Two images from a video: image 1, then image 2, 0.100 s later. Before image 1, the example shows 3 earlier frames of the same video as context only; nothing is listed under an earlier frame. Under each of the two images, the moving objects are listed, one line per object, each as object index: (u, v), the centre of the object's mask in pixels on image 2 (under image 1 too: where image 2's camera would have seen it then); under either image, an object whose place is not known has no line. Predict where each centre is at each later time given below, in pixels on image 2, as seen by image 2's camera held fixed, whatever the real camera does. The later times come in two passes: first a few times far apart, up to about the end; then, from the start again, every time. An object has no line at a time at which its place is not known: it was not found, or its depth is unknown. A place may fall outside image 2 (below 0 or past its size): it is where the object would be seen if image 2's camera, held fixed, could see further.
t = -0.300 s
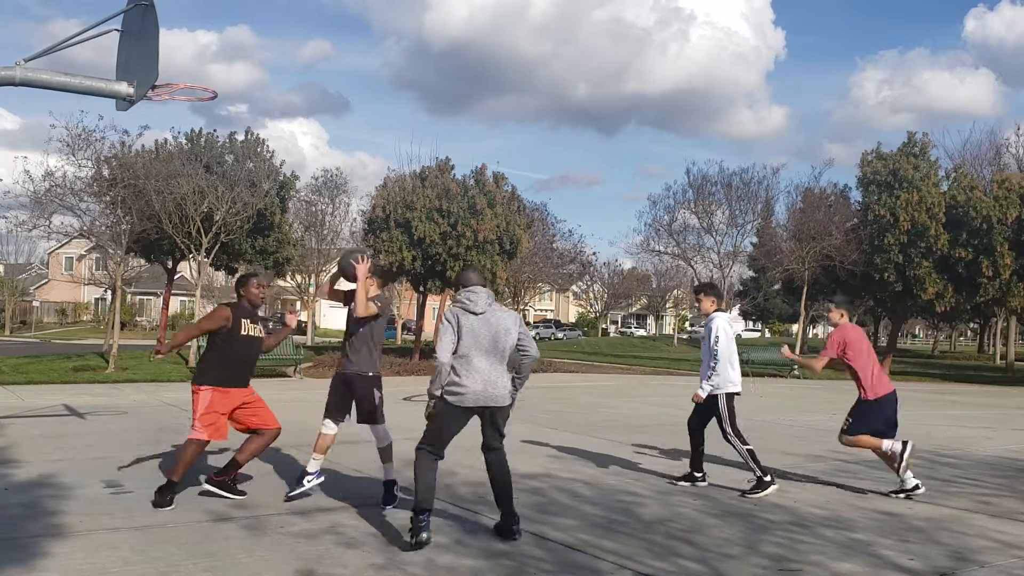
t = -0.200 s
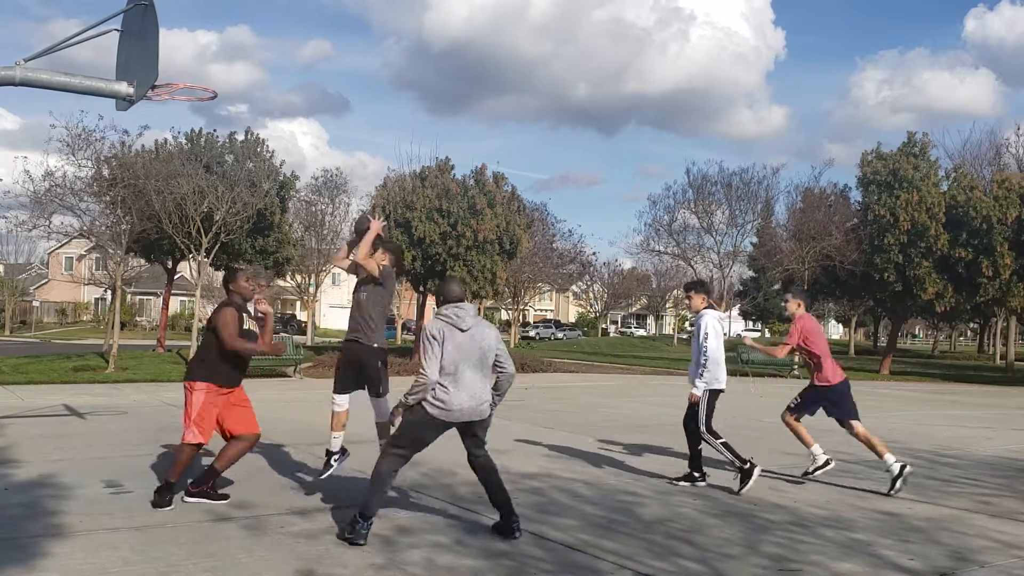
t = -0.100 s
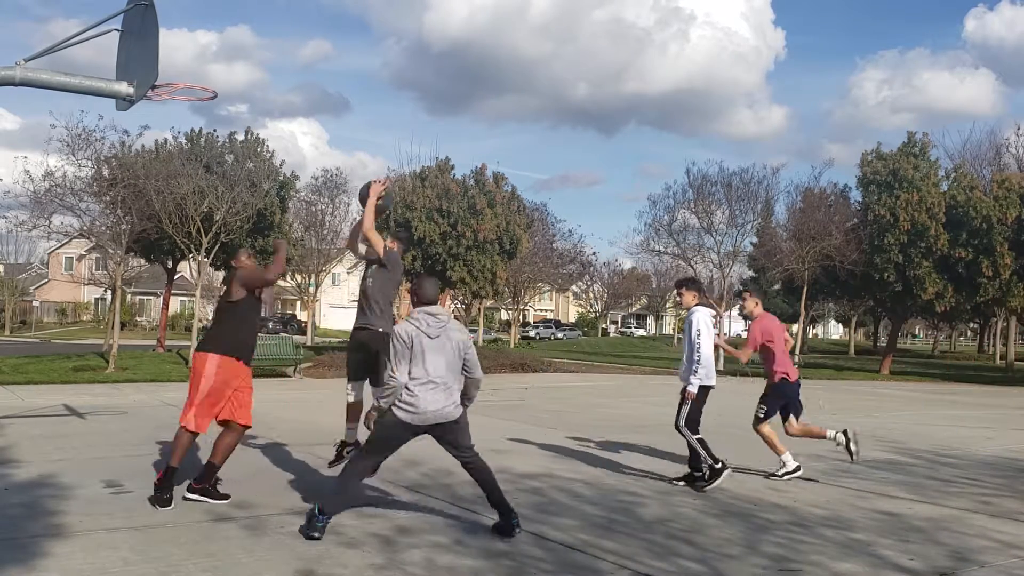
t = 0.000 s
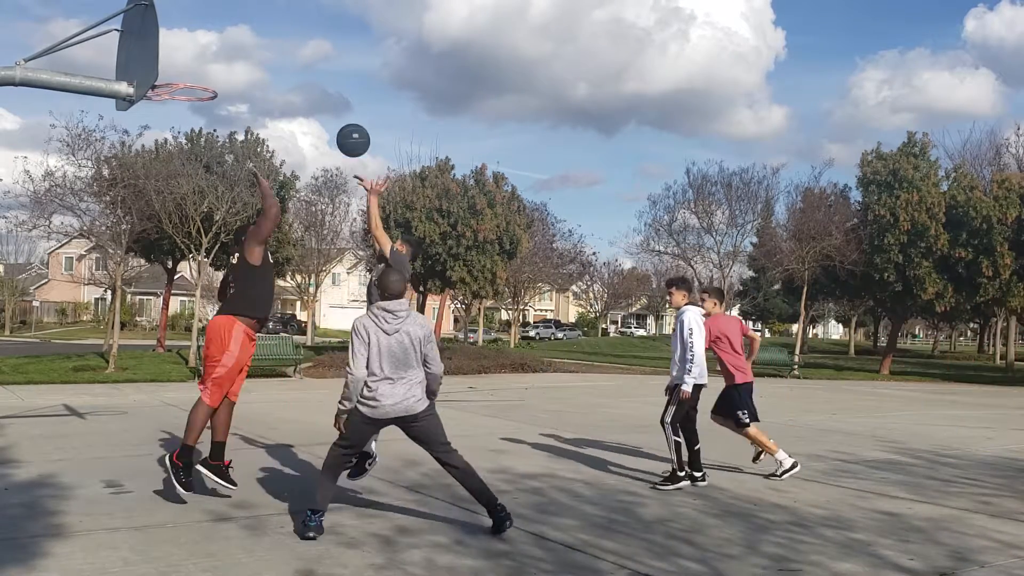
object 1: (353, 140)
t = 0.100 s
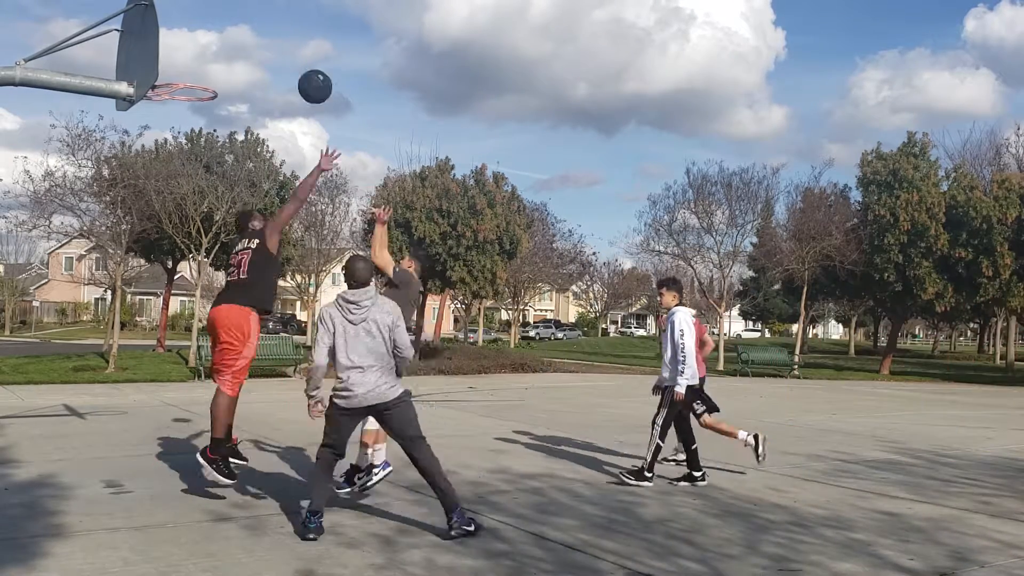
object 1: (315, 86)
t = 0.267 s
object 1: (252, 30)
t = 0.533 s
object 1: (165, 19)
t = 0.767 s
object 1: (197, 85)
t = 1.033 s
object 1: (175, 52)
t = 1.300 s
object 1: (179, 78)
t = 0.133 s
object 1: (302, 72)
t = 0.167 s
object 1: (290, 59)
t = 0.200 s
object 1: (277, 47)
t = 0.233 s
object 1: (265, 38)
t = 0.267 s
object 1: (252, 30)
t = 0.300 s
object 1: (240, 23)
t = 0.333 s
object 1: (228, 18)
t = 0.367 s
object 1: (216, 15)
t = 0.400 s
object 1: (203, 14)
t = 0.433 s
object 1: (191, 13)
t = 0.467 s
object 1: (179, 14)
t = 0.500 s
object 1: (169, 15)
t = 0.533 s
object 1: (165, 19)
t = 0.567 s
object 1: (169, 26)
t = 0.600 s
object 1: (173, 35)
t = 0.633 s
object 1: (178, 45)
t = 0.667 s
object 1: (184, 56)
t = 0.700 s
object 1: (190, 68)
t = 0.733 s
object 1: (196, 80)
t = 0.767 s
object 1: (197, 85)
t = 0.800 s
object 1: (189, 82)
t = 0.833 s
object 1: (181, 75)
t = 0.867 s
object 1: (173, 73)
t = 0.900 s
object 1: (173, 70)
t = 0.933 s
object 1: (173, 64)
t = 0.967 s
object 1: (174, 59)
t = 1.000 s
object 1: (175, 55)
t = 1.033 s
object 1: (175, 52)
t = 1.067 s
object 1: (176, 51)
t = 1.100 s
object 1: (177, 51)
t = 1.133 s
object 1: (177, 53)
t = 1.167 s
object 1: (178, 56)
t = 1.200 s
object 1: (178, 60)
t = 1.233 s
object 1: (178, 65)
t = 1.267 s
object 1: (179, 71)
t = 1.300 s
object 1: (179, 78)
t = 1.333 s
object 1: (180, 91)
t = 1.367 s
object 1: (180, 102)
